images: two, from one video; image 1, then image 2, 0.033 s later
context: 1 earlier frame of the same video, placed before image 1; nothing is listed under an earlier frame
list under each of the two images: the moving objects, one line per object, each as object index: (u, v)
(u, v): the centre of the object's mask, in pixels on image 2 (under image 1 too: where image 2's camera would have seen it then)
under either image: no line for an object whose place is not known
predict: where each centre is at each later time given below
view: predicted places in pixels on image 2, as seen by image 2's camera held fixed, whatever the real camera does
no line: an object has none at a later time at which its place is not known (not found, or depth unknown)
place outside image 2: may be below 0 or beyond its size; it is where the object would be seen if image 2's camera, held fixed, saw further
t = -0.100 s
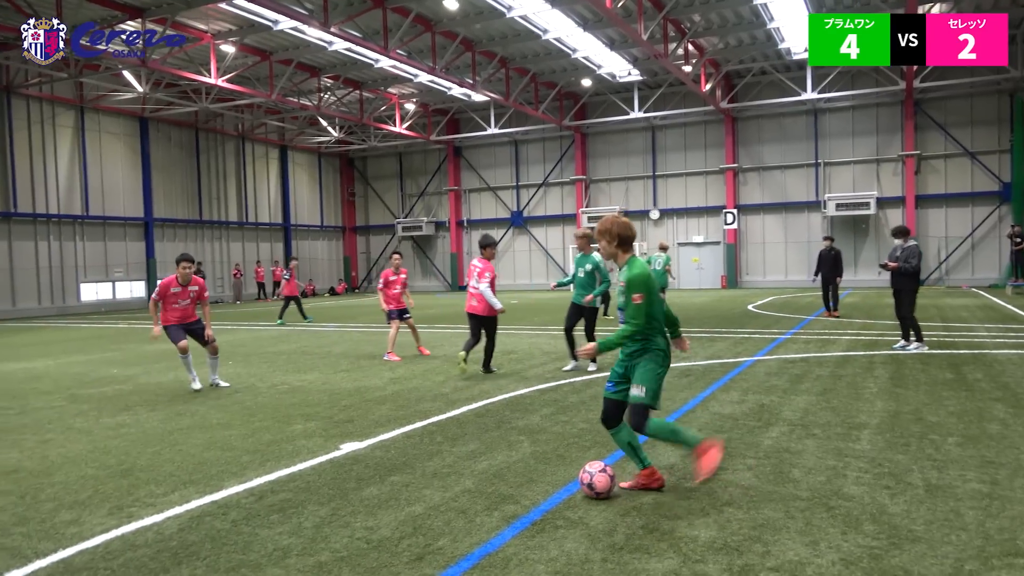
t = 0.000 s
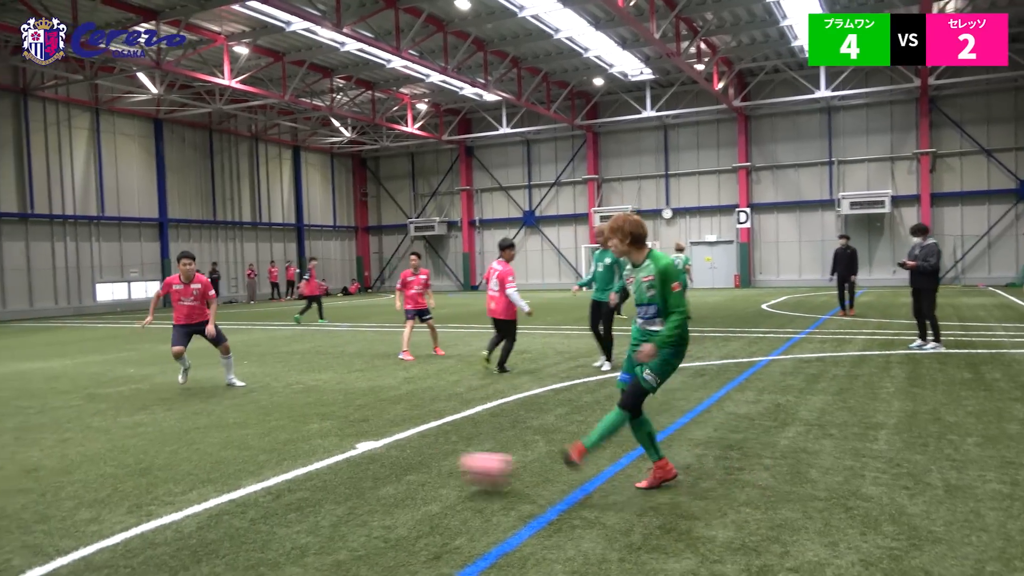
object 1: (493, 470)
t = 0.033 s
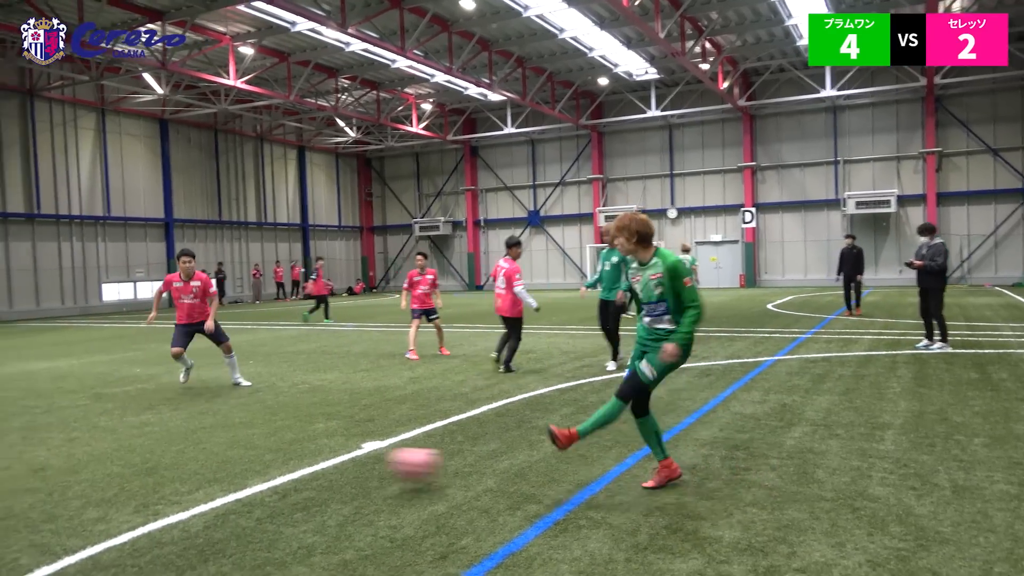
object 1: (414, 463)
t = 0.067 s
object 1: (341, 462)
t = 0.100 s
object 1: (268, 460)
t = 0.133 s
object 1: (202, 461)
